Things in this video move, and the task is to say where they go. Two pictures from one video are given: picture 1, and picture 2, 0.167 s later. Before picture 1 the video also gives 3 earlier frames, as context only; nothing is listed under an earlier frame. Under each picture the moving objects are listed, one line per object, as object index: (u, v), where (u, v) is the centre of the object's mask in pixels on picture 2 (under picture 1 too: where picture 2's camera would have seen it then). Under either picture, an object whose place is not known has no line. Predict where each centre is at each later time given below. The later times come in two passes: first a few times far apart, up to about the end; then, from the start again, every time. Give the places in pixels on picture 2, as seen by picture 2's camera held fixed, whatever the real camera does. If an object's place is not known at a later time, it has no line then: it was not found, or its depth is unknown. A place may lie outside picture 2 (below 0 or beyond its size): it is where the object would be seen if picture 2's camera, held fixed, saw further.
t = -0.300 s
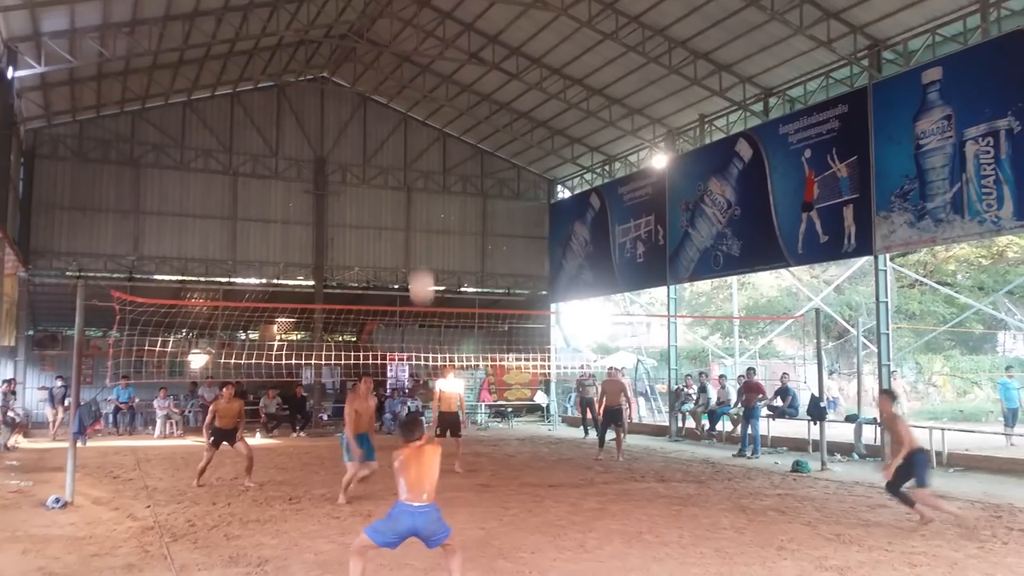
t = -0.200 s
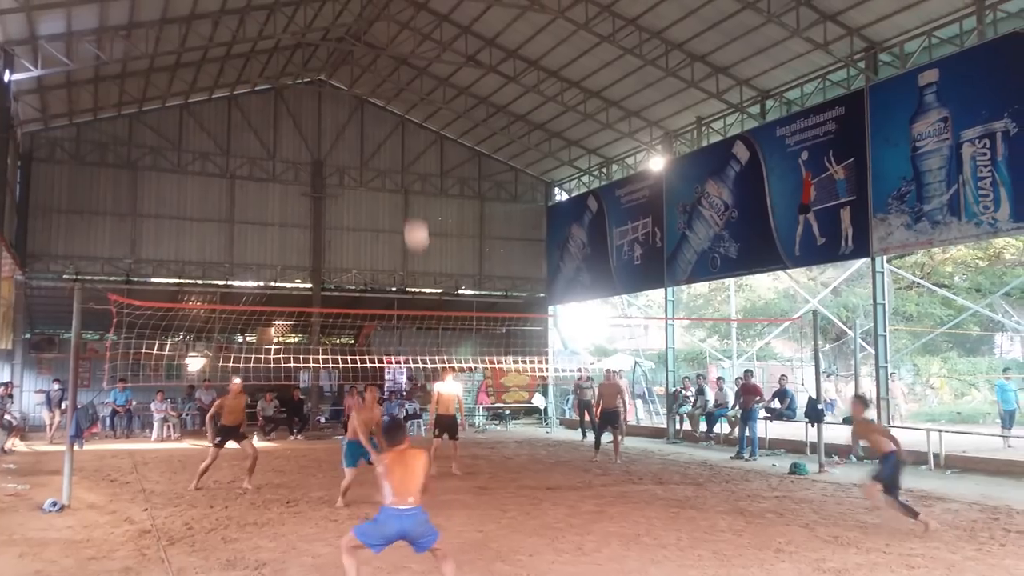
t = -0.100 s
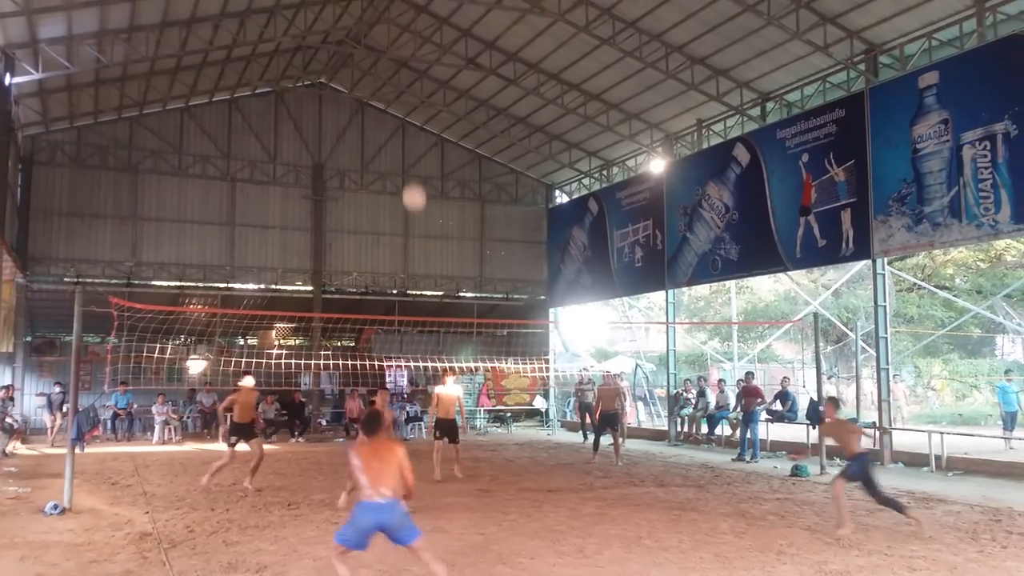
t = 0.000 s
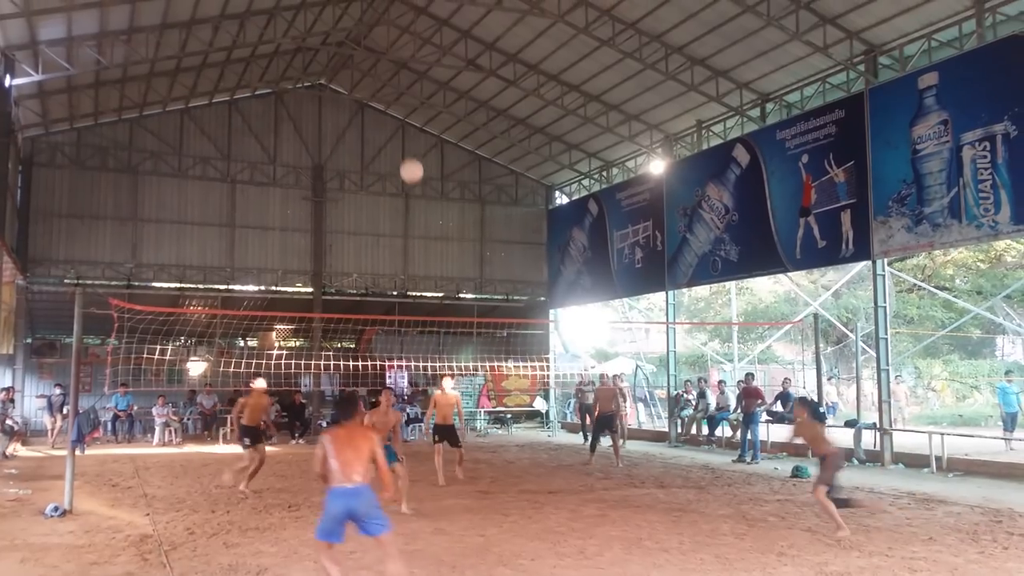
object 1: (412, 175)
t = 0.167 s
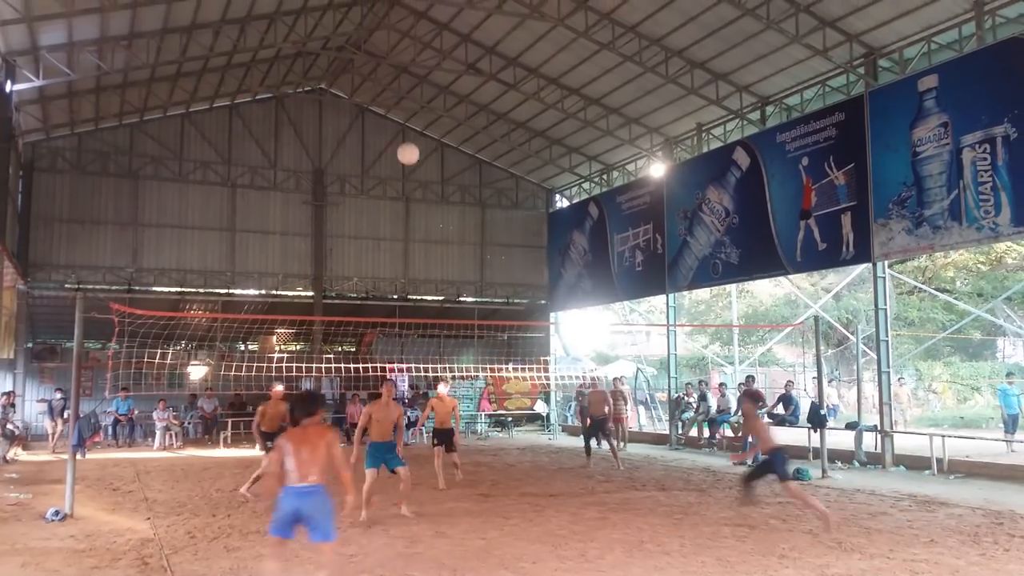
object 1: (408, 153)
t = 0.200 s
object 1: (407, 153)
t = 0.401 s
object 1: (404, 169)
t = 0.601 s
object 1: (400, 219)
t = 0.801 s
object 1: (397, 298)
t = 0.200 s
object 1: (407, 153)
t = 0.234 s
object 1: (406, 153)
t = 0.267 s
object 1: (406, 154)
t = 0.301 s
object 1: (405, 156)
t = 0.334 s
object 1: (405, 160)
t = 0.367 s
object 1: (404, 164)
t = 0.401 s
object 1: (404, 169)
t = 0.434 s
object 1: (403, 175)
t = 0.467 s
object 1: (403, 182)
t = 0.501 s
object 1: (402, 190)
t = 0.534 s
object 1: (402, 199)
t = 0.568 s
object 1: (401, 208)
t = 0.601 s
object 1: (400, 219)
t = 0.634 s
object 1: (400, 229)
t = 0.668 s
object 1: (399, 241)
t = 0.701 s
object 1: (399, 254)
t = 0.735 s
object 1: (399, 268)
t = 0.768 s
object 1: (398, 282)
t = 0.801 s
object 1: (397, 298)
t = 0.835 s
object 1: (397, 314)
